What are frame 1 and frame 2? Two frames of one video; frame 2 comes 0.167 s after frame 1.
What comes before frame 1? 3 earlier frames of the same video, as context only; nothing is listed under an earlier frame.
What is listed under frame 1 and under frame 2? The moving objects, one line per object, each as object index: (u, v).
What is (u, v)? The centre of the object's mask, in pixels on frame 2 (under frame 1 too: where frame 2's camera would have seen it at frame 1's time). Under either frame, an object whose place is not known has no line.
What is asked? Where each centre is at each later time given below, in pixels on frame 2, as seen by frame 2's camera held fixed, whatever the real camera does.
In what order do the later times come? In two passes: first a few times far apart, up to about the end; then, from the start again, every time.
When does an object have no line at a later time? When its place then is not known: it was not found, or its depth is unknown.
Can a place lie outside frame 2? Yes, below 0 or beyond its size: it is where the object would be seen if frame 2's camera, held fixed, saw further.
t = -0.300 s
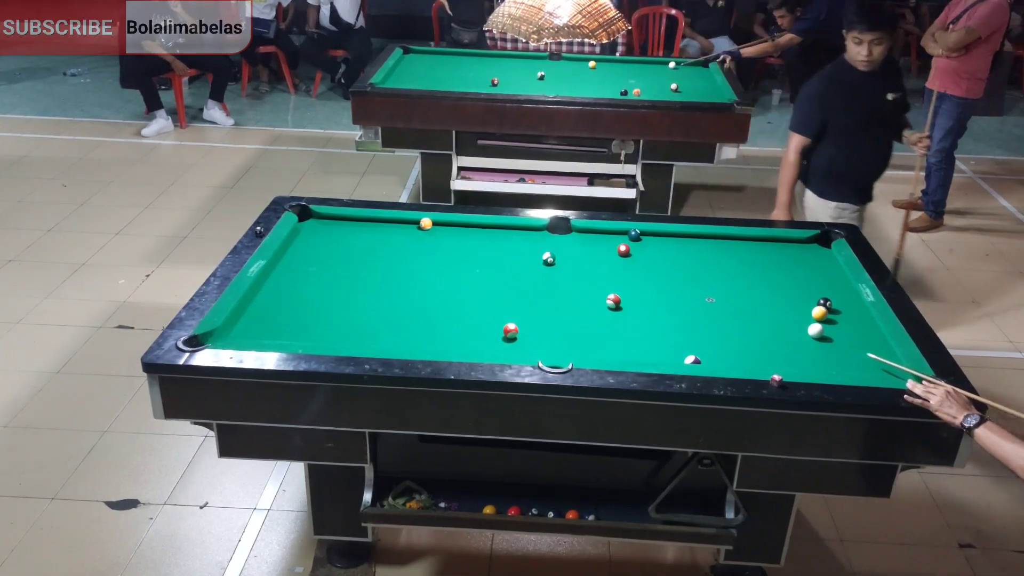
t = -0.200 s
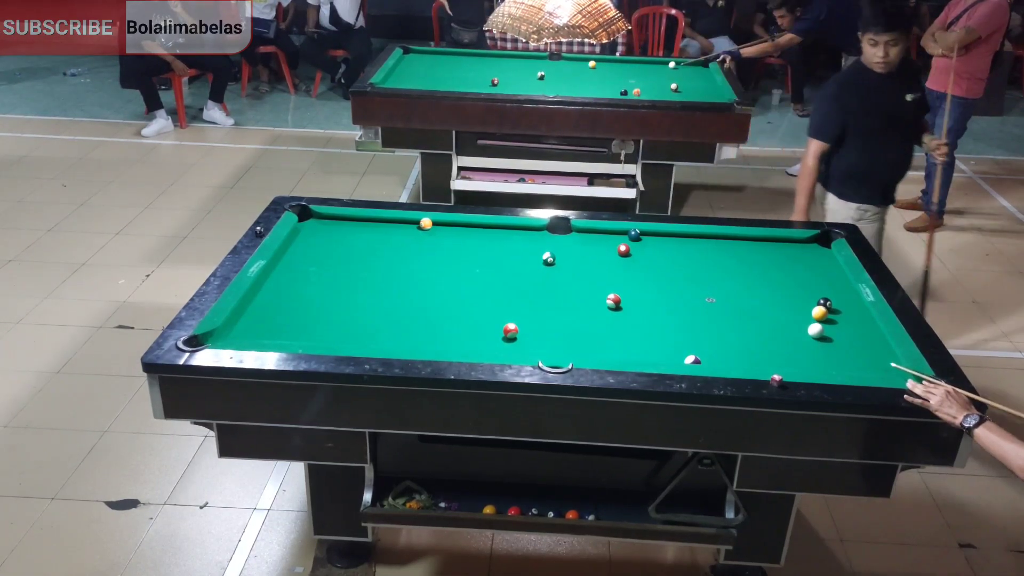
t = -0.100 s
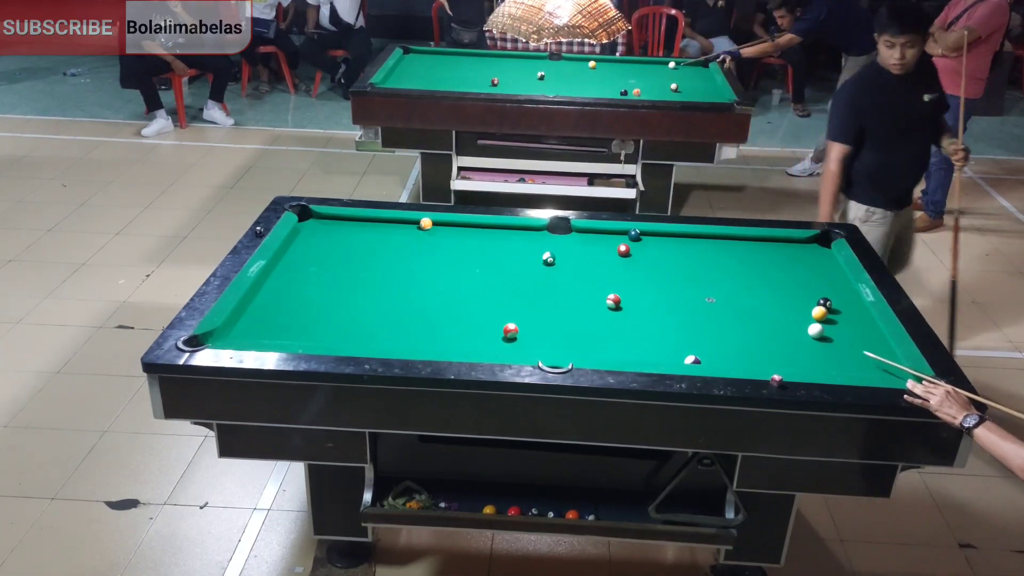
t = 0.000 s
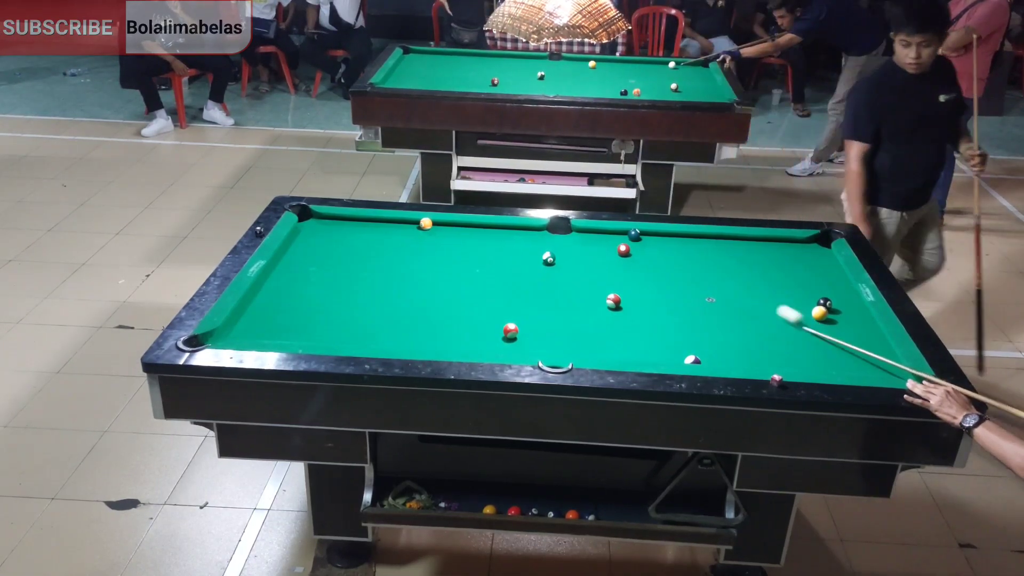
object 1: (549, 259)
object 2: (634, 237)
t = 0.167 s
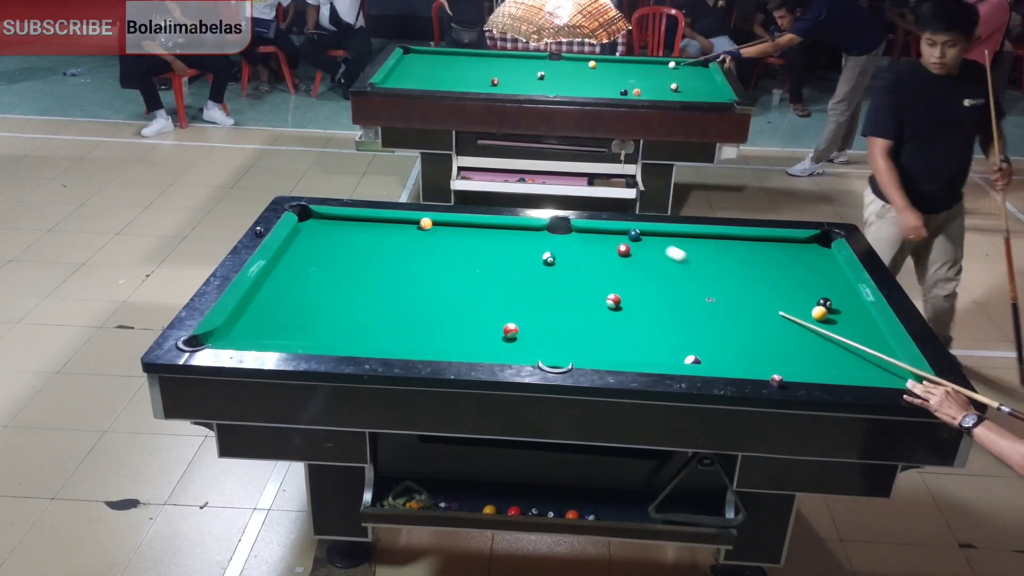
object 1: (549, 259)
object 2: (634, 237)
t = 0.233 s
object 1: (549, 258)
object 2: (631, 233)
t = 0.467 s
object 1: (549, 258)
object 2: (563, 250)
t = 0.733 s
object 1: (541, 273)
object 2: (506, 253)
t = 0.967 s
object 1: (533, 286)
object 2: (460, 253)
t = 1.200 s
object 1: (524, 300)
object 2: (414, 253)
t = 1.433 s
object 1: (517, 314)
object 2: (371, 252)
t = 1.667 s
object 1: (509, 322)
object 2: (329, 252)
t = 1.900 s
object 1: (504, 326)
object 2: (289, 254)
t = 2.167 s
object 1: (501, 328)
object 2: (297, 257)
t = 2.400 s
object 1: (498, 329)
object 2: (318, 261)
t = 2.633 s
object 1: (499, 329)
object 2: (334, 262)
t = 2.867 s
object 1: (499, 329)
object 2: (347, 264)
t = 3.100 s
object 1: (499, 329)
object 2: (360, 265)
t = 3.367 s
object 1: (499, 329)
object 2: (372, 266)
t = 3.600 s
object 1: (499, 329)
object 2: (379, 268)
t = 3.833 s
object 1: (499, 329)
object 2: (385, 269)
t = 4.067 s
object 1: (499, 329)
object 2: (386, 269)
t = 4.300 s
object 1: (499, 329)
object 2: (385, 269)
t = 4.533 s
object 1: (499, 329)
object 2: (385, 269)
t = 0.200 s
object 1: (549, 258)
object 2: (634, 235)
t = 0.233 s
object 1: (549, 258)
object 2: (631, 233)
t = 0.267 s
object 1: (549, 258)
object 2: (619, 235)
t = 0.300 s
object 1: (549, 258)
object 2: (607, 238)
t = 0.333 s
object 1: (549, 258)
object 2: (598, 241)
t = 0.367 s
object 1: (549, 258)
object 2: (589, 244)
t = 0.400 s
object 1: (549, 258)
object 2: (579, 245)
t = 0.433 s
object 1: (549, 258)
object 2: (572, 248)
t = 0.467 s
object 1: (549, 258)
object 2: (563, 250)
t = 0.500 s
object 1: (548, 258)
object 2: (556, 250)
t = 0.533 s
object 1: (548, 260)
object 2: (547, 249)
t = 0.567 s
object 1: (546, 262)
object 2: (540, 252)
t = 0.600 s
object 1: (545, 265)
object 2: (534, 253)
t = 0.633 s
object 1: (544, 266)
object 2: (527, 252)
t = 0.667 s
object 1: (543, 268)
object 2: (520, 253)
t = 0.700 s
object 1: (542, 270)
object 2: (513, 253)
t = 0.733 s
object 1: (541, 273)
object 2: (506, 253)
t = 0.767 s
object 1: (540, 275)
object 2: (499, 251)
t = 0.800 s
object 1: (538, 276)
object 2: (493, 252)
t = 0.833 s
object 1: (537, 278)
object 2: (487, 253)
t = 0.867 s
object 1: (536, 280)
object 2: (479, 252)
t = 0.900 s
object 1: (534, 283)
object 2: (473, 252)
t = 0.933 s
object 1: (534, 284)
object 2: (466, 252)
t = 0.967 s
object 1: (533, 286)
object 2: (460, 253)
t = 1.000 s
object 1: (532, 288)
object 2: (453, 253)
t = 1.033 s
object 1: (531, 290)
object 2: (447, 253)
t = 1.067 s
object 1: (529, 293)
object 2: (441, 253)
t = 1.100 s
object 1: (528, 294)
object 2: (434, 253)
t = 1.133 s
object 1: (527, 296)
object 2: (428, 253)
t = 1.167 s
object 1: (525, 298)
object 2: (422, 254)
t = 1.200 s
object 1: (524, 300)
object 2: (414, 253)
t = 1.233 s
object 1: (523, 302)
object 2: (409, 253)
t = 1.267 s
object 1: (522, 304)
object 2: (402, 252)
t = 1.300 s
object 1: (521, 306)
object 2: (395, 252)
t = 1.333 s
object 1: (520, 308)
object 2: (390, 252)
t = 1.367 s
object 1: (519, 310)
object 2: (383, 253)
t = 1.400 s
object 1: (518, 312)
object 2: (377, 253)
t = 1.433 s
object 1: (517, 314)
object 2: (371, 252)
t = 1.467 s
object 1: (515, 315)
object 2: (365, 253)
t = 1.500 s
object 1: (514, 317)
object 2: (359, 252)
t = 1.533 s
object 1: (513, 318)
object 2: (353, 253)
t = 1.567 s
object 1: (512, 319)
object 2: (346, 253)
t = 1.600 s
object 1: (511, 320)
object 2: (340, 254)
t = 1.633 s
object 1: (510, 321)
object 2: (335, 253)
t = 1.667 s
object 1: (509, 322)
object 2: (329, 252)
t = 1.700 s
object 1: (508, 323)
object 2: (323, 253)
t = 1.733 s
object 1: (507, 323)
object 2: (317, 254)
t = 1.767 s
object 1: (507, 324)
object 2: (311, 254)
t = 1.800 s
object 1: (506, 325)
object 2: (305, 254)
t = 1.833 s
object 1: (505, 325)
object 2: (300, 254)
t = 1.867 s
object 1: (505, 326)
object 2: (295, 254)
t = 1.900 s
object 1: (504, 326)
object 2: (289, 254)
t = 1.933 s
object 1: (503, 327)
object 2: (283, 254)
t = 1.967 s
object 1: (503, 327)
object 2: (279, 255)
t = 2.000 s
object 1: (502, 327)
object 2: (282, 255)
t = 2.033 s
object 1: (502, 327)
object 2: (284, 256)
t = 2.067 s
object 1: (502, 328)
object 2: (288, 256)
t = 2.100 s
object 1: (501, 328)
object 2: (292, 256)
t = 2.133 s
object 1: (501, 328)
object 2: (295, 256)
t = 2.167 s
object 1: (501, 328)
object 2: (297, 257)
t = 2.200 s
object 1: (500, 328)
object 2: (300, 257)
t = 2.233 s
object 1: (500, 329)
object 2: (303, 258)
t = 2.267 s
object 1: (499, 329)
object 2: (306, 258)
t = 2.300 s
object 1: (499, 329)
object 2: (308, 258)
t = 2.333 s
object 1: (499, 329)
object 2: (311, 258)
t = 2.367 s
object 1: (499, 329)
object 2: (314, 259)
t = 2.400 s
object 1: (498, 329)
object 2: (318, 261)
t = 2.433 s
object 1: (498, 329)
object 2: (319, 260)
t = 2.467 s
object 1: (498, 329)
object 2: (321, 260)
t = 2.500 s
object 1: (499, 329)
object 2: (324, 261)
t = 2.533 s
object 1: (499, 329)
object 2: (327, 261)
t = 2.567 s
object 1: (499, 329)
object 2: (329, 261)
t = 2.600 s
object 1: (499, 329)
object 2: (332, 262)
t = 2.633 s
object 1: (499, 329)
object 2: (334, 262)
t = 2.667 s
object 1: (499, 329)
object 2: (336, 262)
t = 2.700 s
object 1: (499, 329)
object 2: (340, 264)
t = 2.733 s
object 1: (499, 329)
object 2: (340, 263)
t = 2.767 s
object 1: (499, 329)
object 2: (342, 264)
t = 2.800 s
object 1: (499, 329)
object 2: (345, 263)
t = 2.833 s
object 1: (499, 329)
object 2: (346, 263)
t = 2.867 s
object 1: (499, 329)
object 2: (347, 264)
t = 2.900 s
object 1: (499, 329)
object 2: (350, 264)
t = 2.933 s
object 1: (499, 329)
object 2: (353, 265)
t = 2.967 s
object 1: (499, 329)
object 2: (356, 266)
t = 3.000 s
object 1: (499, 329)
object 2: (358, 267)
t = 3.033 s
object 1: (499, 329)
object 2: (358, 265)
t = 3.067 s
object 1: (499, 329)
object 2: (359, 266)
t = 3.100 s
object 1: (499, 329)
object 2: (360, 265)
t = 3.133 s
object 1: (499, 329)
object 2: (363, 266)
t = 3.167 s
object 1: (499, 329)
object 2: (364, 266)
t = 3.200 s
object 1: (499, 329)
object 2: (366, 266)
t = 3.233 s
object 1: (499, 329)
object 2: (366, 266)
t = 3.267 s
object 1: (499, 329)
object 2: (368, 266)
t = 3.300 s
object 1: (499, 329)
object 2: (370, 267)
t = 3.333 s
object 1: (499, 329)
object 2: (371, 267)
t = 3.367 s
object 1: (499, 329)
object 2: (372, 266)
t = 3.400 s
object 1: (499, 329)
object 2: (373, 267)
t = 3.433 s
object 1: (499, 329)
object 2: (375, 267)
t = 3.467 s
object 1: (499, 329)
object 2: (376, 267)
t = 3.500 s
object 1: (499, 329)
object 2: (377, 268)
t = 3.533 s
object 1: (499, 329)
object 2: (378, 268)
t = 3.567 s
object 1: (499, 329)
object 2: (379, 268)
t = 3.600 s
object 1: (499, 329)
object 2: (379, 268)
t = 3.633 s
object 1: (499, 329)
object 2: (380, 268)
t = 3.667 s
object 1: (499, 329)
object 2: (381, 269)
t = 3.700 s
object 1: (499, 329)
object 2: (382, 269)
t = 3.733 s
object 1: (499, 329)
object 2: (383, 269)
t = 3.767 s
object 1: (499, 329)
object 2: (384, 269)
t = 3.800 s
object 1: (499, 329)
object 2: (384, 269)
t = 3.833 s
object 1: (499, 329)
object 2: (385, 269)
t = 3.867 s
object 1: (499, 329)
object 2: (385, 269)
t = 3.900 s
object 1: (499, 329)
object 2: (386, 269)
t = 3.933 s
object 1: (499, 329)
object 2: (386, 269)
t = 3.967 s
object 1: (499, 329)
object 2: (386, 269)
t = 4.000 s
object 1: (499, 329)
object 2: (386, 269)
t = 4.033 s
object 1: (499, 329)
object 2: (386, 269)
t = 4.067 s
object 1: (499, 329)
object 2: (386, 269)
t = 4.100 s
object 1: (499, 329)
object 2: (386, 269)
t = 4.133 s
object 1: (499, 329)
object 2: (386, 269)
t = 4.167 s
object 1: (499, 329)
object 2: (386, 269)
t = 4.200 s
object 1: (499, 329)
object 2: (385, 269)
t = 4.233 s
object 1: (499, 329)
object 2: (385, 269)
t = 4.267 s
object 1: (499, 329)
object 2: (385, 269)
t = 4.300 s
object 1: (499, 329)
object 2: (385, 269)
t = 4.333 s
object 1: (499, 329)
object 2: (385, 269)
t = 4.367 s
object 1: (499, 329)
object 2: (385, 269)
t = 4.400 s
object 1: (499, 329)
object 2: (385, 269)
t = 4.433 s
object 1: (499, 329)
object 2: (385, 269)
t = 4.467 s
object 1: (499, 329)
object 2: (385, 269)
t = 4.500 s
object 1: (499, 329)
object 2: (384, 269)
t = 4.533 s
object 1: (499, 329)
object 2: (385, 269)
